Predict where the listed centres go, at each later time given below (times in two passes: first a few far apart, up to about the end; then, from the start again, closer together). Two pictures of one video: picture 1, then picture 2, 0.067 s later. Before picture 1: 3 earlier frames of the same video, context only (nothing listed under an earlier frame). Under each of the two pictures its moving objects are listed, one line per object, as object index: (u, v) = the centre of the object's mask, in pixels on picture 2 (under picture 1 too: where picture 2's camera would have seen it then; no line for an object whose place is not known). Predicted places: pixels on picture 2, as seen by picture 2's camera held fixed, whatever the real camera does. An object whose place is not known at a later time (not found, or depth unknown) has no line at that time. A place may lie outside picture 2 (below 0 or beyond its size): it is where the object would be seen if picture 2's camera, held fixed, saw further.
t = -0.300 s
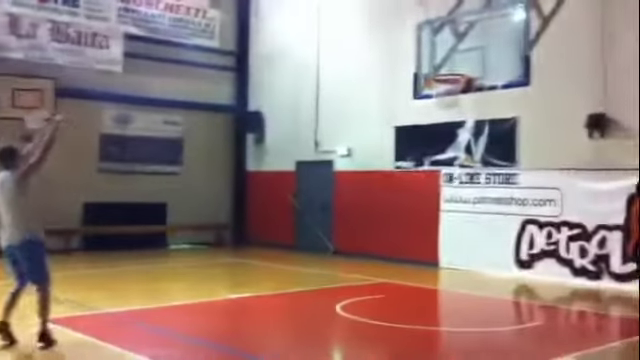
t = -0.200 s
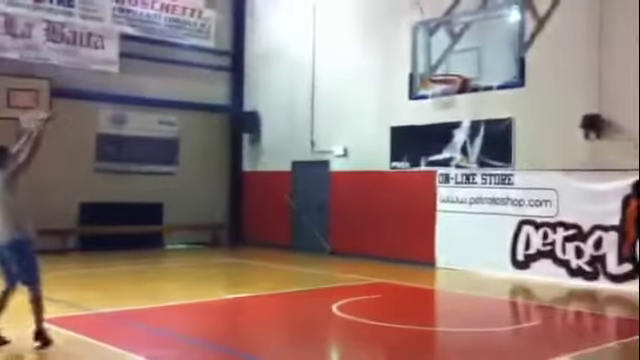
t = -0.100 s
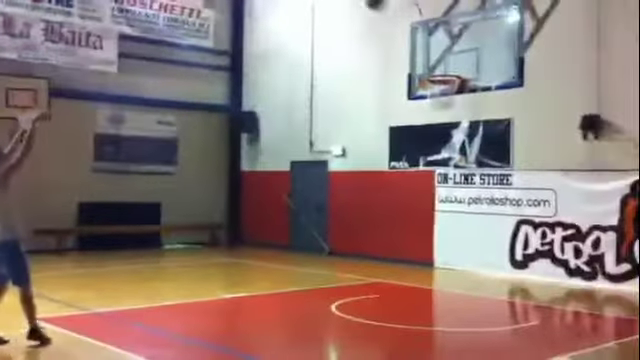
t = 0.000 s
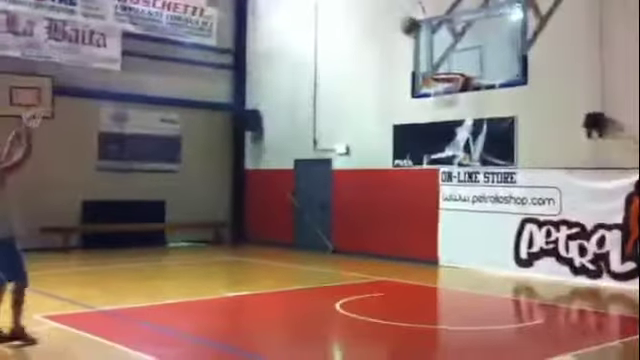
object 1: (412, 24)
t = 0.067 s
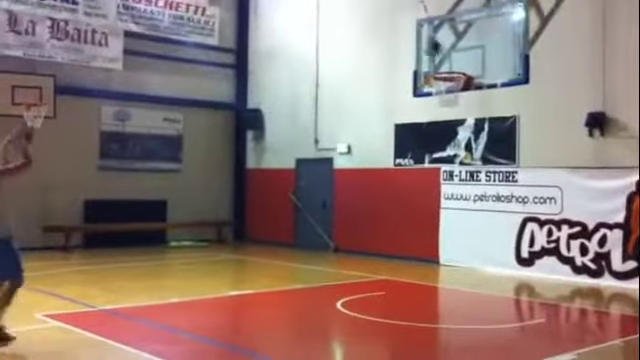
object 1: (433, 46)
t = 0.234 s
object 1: (452, 97)
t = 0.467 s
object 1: (418, 148)
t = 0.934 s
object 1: (367, 246)
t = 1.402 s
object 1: (315, 170)
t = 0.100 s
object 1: (444, 59)
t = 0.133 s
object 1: (454, 68)
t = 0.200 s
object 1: (455, 93)
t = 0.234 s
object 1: (452, 97)
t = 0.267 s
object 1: (448, 101)
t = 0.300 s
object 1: (443, 107)
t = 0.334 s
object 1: (440, 114)
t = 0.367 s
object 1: (436, 118)
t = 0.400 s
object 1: (426, 127)
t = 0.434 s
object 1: (423, 137)
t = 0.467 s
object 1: (418, 148)
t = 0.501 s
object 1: (414, 154)
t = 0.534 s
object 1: (413, 166)
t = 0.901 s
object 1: (374, 262)
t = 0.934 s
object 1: (367, 246)
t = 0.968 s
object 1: (365, 237)
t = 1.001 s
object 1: (361, 226)
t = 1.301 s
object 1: (327, 174)
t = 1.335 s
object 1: (323, 171)
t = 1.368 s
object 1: (318, 171)
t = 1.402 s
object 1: (315, 170)
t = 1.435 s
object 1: (312, 171)
